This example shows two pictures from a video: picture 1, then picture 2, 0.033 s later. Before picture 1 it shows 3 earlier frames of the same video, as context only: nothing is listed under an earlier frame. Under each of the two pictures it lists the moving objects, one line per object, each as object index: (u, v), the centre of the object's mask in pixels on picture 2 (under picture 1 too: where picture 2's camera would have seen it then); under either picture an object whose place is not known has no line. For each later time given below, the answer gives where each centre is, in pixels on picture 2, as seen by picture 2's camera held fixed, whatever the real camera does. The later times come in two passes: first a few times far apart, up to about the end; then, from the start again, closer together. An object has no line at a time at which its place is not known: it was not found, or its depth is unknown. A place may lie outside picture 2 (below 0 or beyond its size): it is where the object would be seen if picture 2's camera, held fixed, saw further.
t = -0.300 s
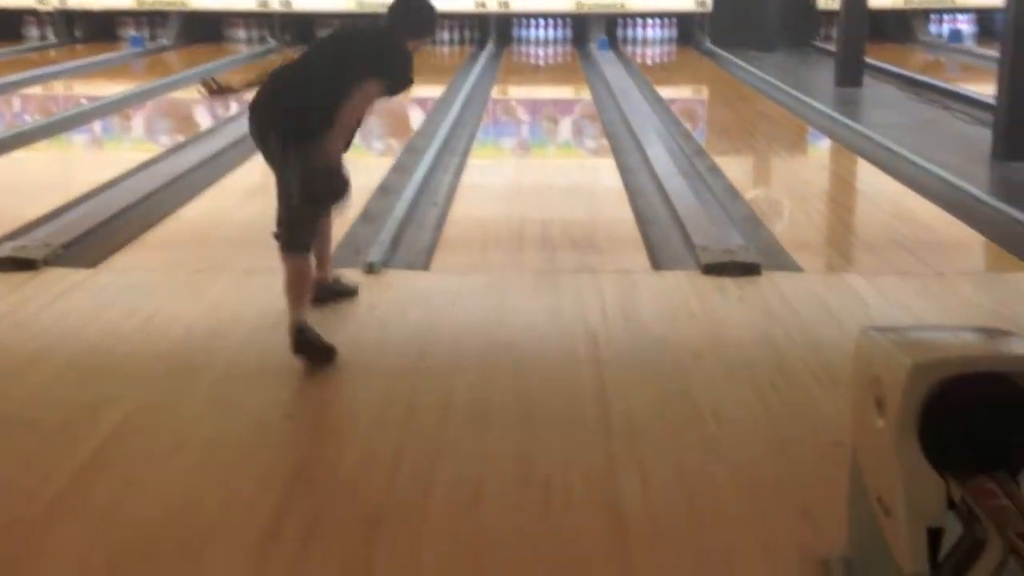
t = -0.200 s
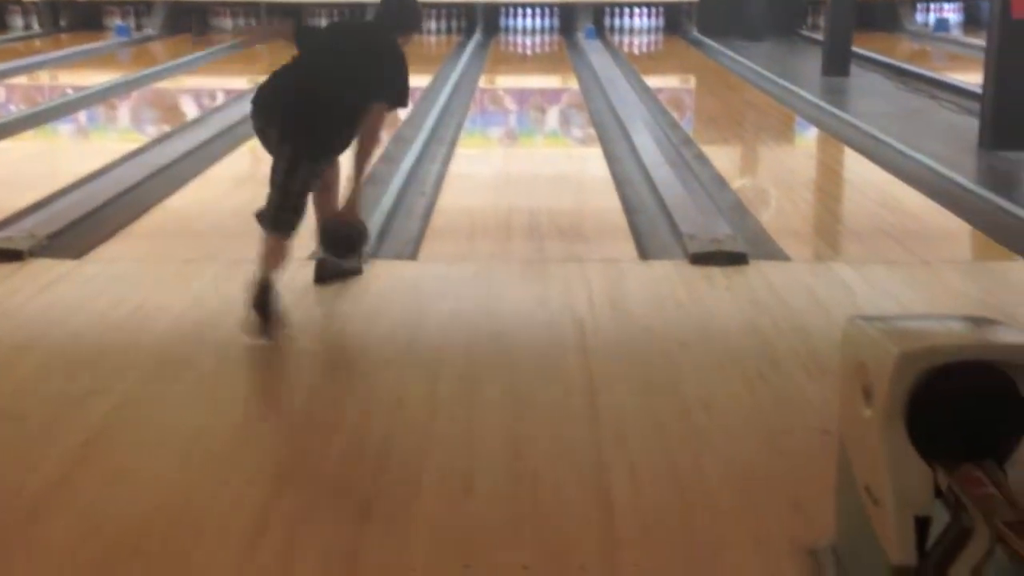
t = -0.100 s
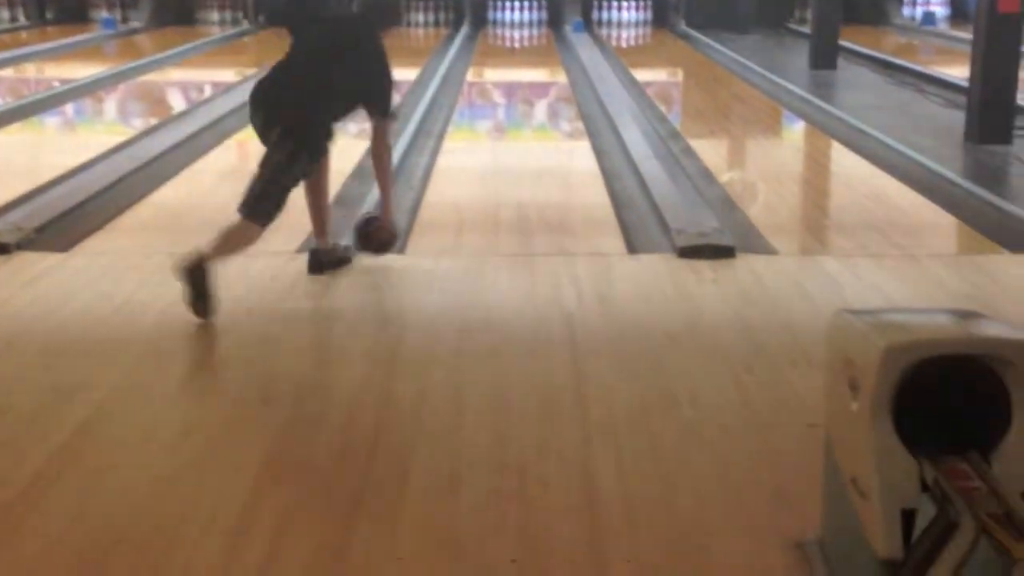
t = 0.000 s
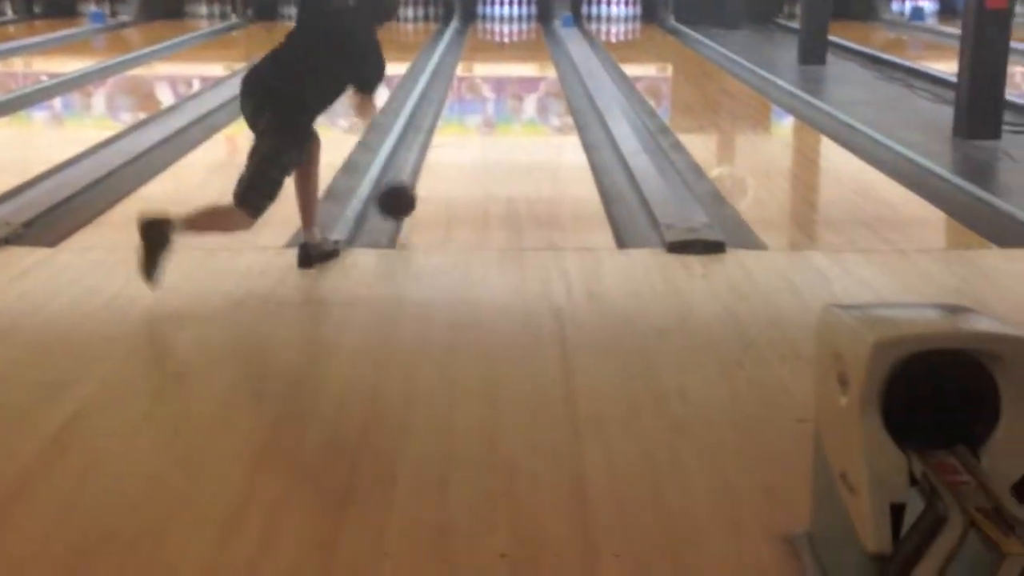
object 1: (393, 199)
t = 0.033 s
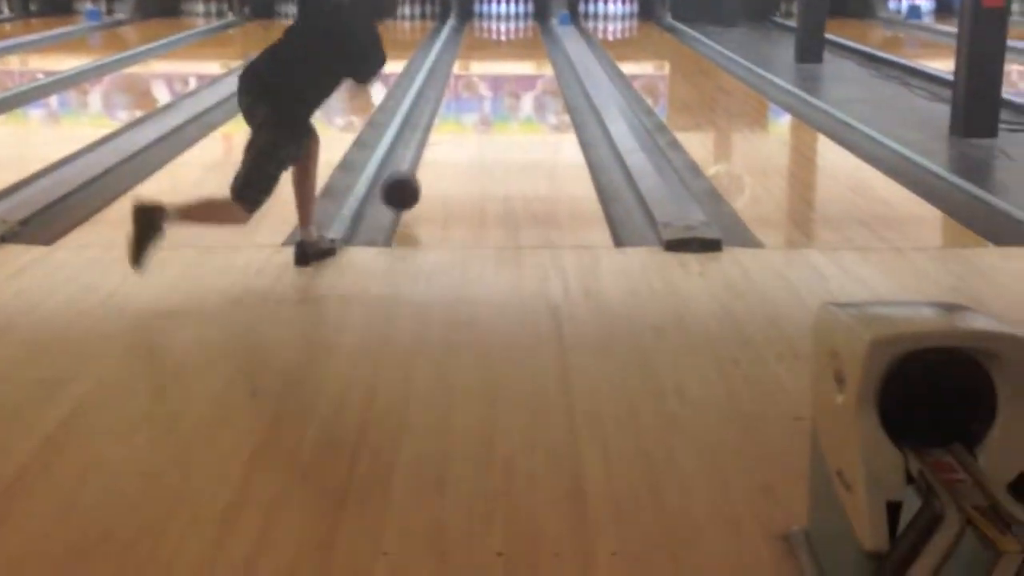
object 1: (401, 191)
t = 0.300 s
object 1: (448, 143)
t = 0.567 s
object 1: (477, 107)
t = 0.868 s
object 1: (499, 80)
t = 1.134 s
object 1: (512, 61)
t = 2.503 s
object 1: (511, 13)
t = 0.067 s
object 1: (408, 187)
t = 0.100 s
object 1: (415, 181)
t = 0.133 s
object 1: (422, 173)
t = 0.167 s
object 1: (427, 167)
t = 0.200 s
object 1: (433, 161)
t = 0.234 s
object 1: (439, 154)
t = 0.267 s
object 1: (443, 149)
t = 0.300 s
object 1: (448, 143)
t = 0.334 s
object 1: (452, 138)
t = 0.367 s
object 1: (456, 133)
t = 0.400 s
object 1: (460, 128)
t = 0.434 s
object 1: (464, 123)
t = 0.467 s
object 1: (468, 119)
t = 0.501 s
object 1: (471, 115)
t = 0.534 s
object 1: (474, 111)
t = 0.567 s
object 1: (477, 107)
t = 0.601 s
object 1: (480, 103)
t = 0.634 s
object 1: (483, 100)
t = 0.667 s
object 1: (485, 97)
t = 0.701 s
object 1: (488, 94)
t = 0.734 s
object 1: (491, 90)
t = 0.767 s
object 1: (493, 87)
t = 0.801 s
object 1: (495, 84)
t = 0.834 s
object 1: (497, 82)
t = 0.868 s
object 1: (499, 80)
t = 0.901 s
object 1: (501, 77)
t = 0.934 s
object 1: (503, 74)
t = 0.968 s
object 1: (505, 72)
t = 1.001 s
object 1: (506, 70)
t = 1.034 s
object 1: (508, 67)
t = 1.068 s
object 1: (510, 65)
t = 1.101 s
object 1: (511, 62)
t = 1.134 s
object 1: (512, 61)
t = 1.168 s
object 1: (514, 59)
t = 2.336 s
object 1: (515, 14)
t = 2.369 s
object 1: (513, 14)
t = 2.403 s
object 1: (512, 13)
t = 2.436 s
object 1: (512, 13)
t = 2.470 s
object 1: (511, 13)
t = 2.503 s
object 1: (511, 13)
